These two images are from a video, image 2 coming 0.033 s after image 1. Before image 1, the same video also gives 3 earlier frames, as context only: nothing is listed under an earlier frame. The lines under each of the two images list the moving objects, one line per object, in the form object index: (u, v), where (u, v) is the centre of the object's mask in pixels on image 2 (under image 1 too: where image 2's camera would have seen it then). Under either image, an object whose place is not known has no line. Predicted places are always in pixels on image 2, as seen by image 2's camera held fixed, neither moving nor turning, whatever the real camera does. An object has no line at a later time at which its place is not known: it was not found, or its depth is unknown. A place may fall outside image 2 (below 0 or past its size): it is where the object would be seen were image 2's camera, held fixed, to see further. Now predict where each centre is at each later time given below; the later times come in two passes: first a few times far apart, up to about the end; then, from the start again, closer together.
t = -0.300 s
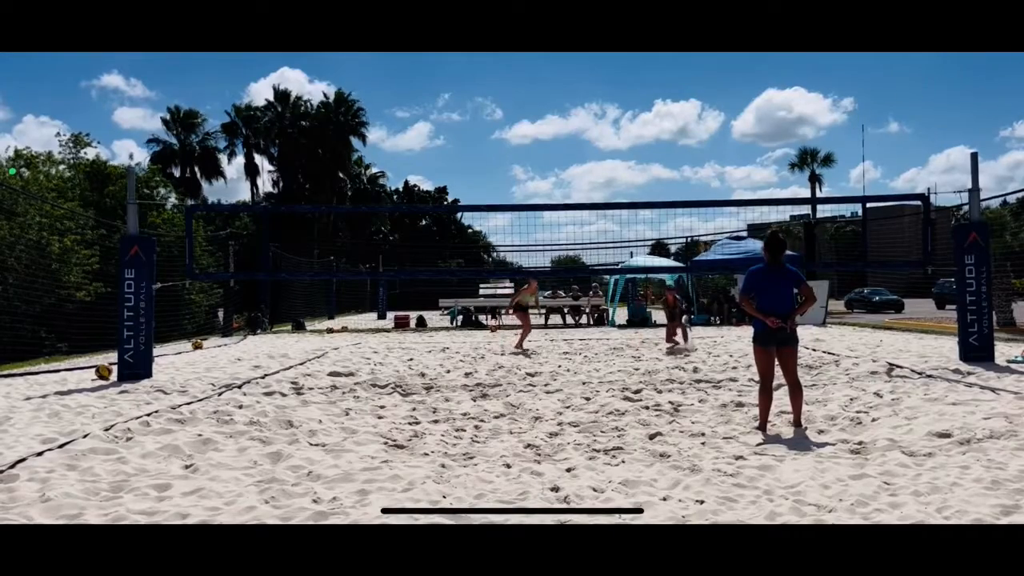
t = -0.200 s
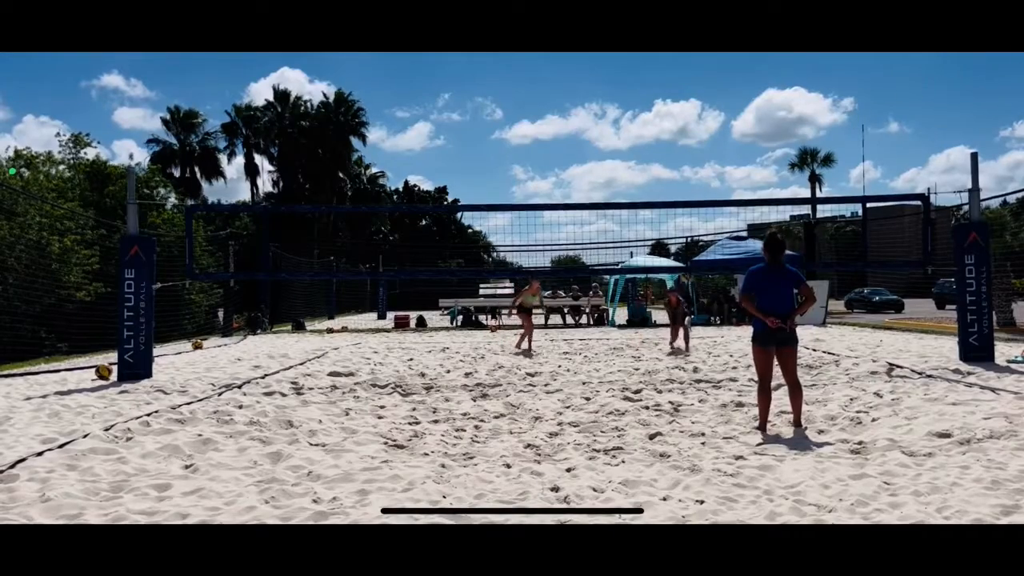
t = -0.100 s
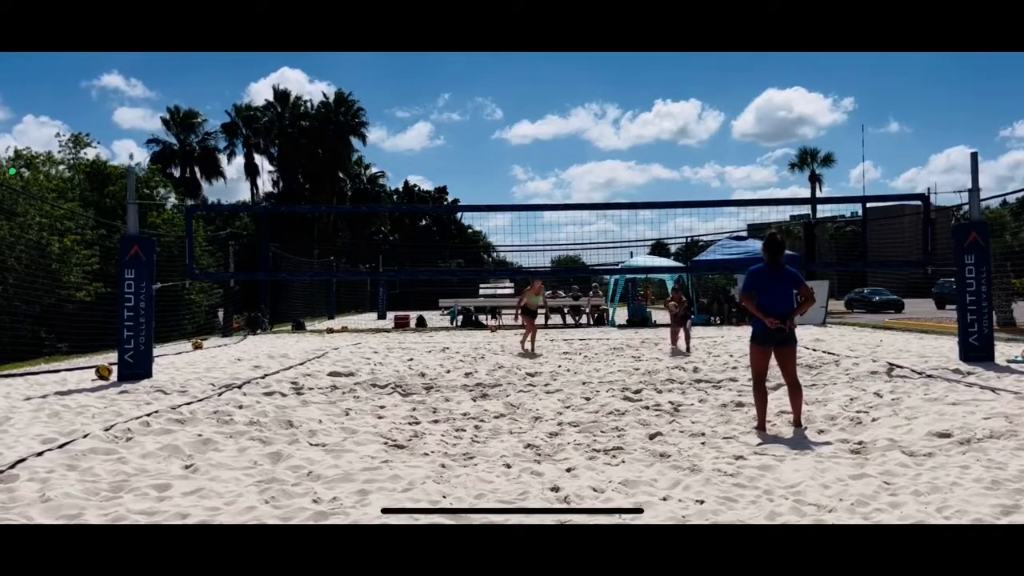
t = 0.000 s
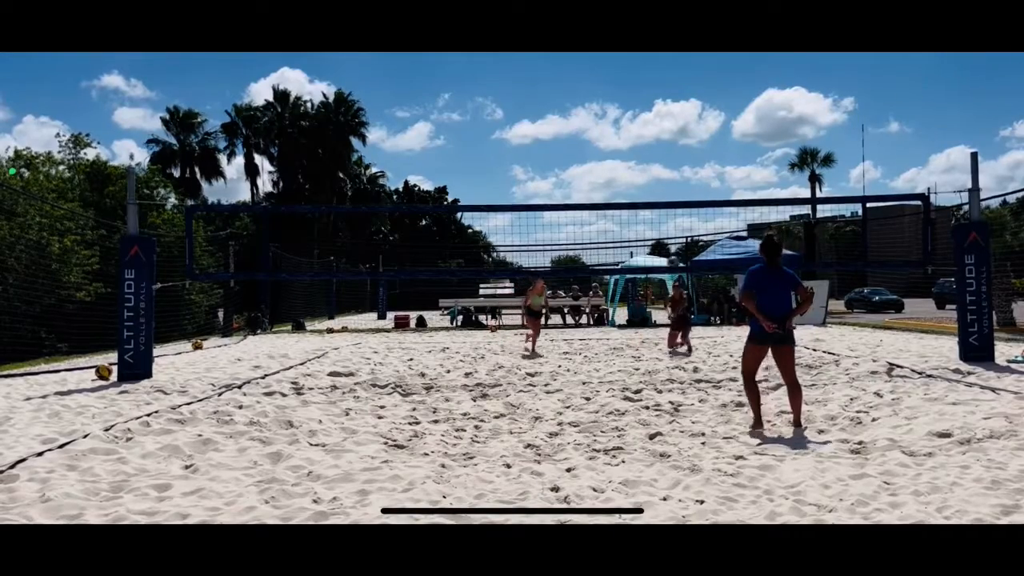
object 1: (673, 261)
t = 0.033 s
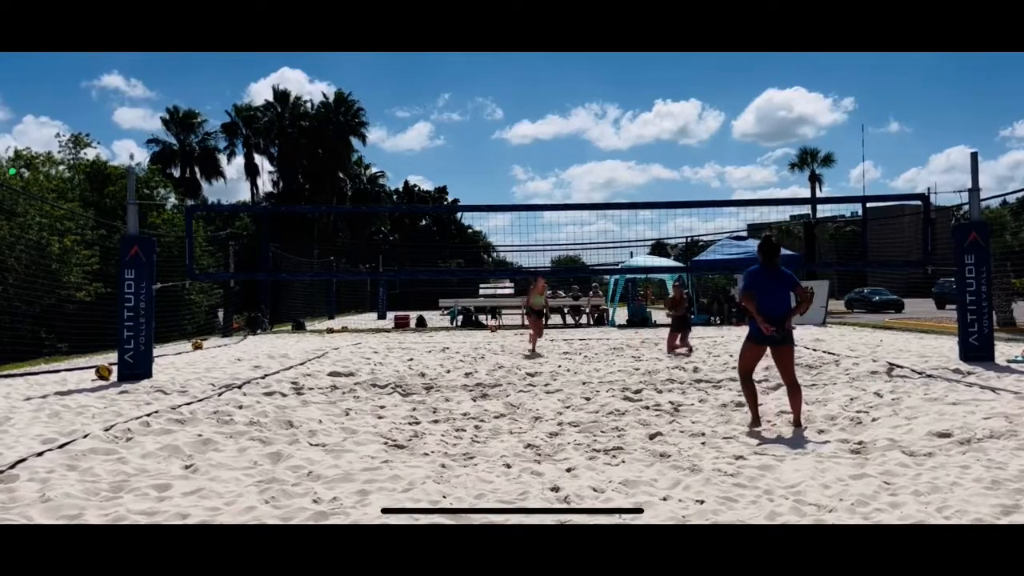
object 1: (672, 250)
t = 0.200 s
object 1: (676, 186)
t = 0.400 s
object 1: (681, 129)
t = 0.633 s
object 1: (687, 91)
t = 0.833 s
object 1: (694, 83)
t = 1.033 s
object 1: (702, 101)
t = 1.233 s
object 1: (711, 146)
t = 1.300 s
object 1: (714, 167)
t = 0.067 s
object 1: (674, 235)
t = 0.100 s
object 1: (674, 222)
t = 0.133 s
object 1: (675, 211)
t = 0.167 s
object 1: (675, 197)
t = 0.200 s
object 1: (676, 186)
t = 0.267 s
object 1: (677, 165)
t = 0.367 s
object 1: (680, 137)
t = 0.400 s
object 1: (681, 129)
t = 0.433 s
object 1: (682, 122)
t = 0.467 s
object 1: (682, 115)
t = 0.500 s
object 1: (683, 109)
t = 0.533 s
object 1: (684, 103)
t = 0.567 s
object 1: (685, 98)
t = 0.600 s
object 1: (686, 95)
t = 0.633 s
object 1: (687, 91)
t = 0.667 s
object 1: (688, 88)
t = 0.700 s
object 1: (689, 85)
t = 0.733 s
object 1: (690, 84)
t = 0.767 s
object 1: (692, 83)
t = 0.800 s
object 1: (693, 83)
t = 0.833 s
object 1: (694, 83)
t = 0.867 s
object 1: (695, 84)
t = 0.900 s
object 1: (696, 86)
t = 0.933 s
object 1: (698, 89)
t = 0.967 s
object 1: (699, 92)
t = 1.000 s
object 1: (700, 96)
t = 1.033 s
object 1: (702, 101)
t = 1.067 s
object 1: (703, 107)
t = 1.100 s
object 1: (705, 113)
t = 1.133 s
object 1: (706, 120)
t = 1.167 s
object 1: (708, 128)
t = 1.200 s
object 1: (709, 137)
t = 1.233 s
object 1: (711, 146)
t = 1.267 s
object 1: (712, 157)
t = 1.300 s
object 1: (714, 167)
